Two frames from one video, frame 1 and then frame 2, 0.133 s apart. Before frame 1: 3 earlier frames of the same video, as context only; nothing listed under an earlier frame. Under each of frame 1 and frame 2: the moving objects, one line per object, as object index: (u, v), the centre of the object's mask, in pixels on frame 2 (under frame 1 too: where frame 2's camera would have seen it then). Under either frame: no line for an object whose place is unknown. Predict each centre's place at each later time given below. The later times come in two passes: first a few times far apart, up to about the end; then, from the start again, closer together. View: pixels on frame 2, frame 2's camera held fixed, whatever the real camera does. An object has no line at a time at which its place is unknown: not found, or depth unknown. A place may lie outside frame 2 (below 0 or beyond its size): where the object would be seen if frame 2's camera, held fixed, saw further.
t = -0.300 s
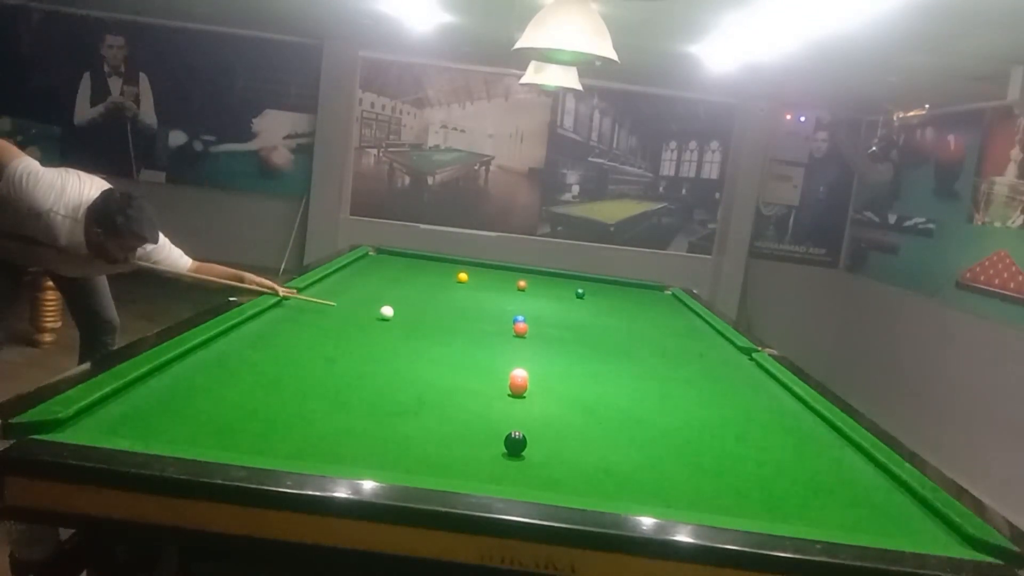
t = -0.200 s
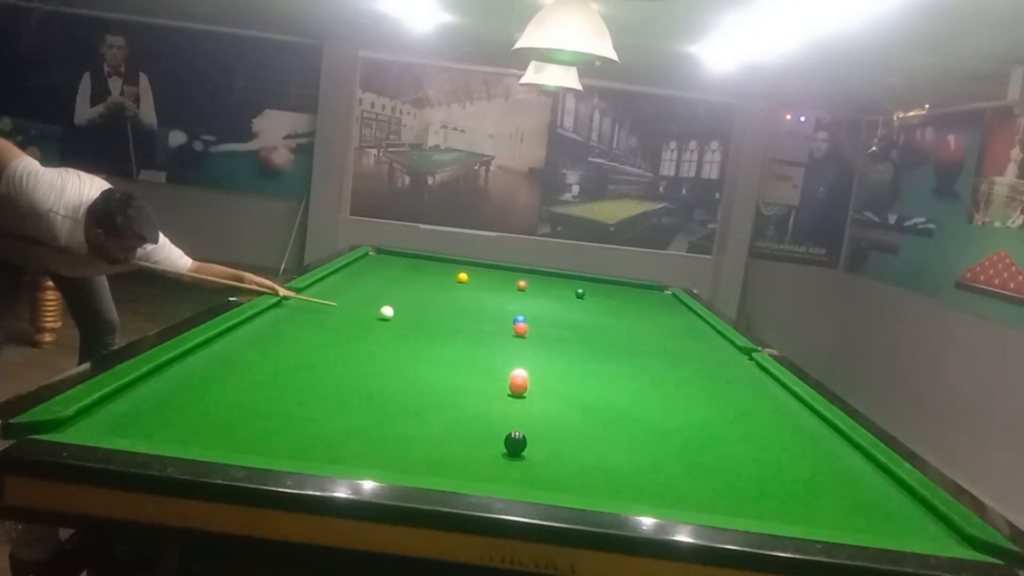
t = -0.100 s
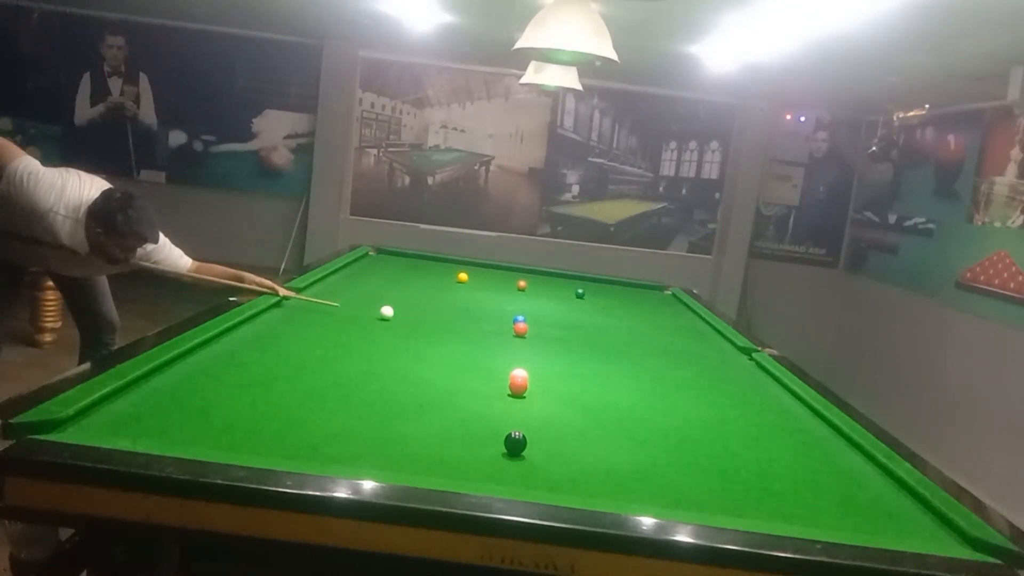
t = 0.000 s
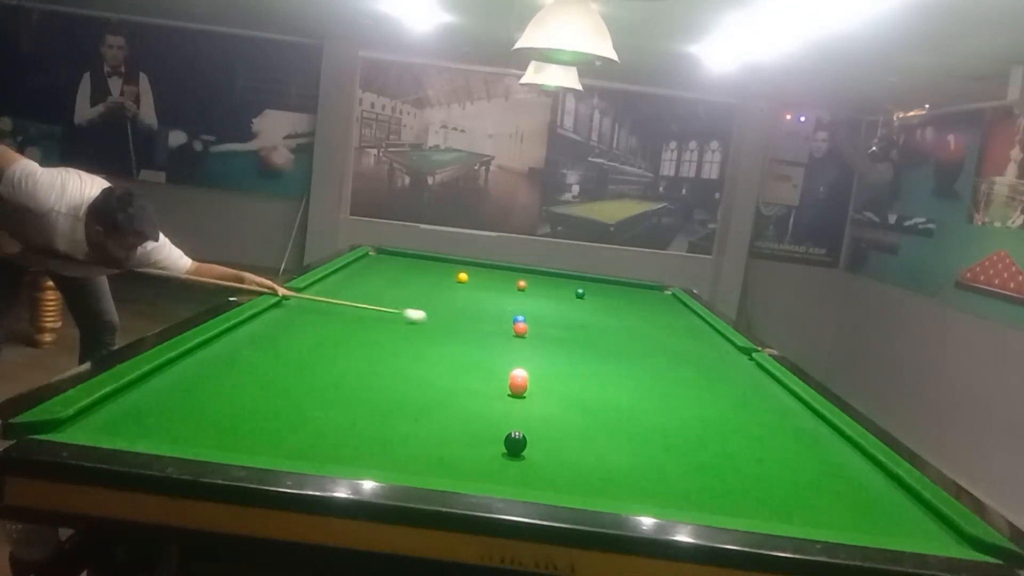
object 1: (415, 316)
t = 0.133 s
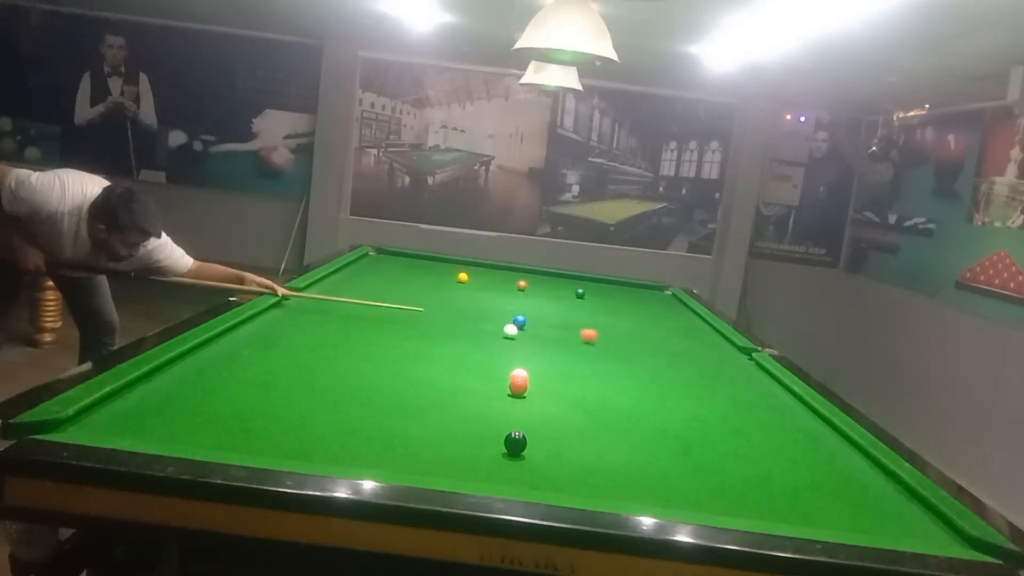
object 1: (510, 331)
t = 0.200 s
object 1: (527, 335)
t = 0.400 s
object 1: (586, 349)
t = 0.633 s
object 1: (655, 366)
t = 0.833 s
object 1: (713, 380)
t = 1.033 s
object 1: (769, 393)
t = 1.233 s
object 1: (786, 401)
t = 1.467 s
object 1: (758, 402)
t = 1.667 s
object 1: (737, 404)
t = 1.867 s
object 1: (720, 405)
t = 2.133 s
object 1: (703, 406)
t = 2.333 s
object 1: (693, 403)
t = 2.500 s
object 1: (693, 407)
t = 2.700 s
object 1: (694, 408)
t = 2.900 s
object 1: (694, 408)
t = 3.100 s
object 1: (694, 408)
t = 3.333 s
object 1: (694, 407)
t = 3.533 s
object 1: (694, 407)
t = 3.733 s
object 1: (693, 407)
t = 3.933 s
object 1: (693, 408)
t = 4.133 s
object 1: (694, 408)
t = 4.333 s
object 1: (694, 408)
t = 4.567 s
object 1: (694, 408)
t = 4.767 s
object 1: (694, 408)
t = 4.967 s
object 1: (694, 408)
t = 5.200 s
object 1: (694, 408)
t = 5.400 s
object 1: (694, 408)
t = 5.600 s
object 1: (694, 408)
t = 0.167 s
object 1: (517, 333)
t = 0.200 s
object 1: (527, 335)
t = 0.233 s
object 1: (537, 337)
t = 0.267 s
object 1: (546, 340)
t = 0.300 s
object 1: (556, 342)
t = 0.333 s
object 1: (566, 345)
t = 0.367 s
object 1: (576, 347)
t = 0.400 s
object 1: (586, 349)
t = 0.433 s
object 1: (596, 352)
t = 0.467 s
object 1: (606, 354)
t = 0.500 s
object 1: (615, 356)
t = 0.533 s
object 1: (625, 359)
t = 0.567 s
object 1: (635, 361)
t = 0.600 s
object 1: (645, 363)
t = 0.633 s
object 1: (655, 366)
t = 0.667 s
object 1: (665, 368)
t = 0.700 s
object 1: (674, 370)
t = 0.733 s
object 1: (684, 373)
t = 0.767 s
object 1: (694, 375)
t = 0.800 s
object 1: (704, 378)
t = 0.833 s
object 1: (713, 380)
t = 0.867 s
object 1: (723, 382)
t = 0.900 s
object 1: (732, 384)
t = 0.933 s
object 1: (742, 386)
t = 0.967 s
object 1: (751, 389)
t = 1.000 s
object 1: (760, 391)
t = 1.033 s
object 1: (769, 393)
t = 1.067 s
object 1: (779, 396)
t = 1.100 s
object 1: (783, 397)
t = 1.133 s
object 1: (792, 399)
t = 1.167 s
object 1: (795, 400)
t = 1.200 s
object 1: (791, 400)
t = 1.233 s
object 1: (786, 401)
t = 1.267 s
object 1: (782, 401)
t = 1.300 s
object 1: (778, 401)
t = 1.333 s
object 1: (774, 402)
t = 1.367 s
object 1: (770, 402)
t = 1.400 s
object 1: (766, 402)
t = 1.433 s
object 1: (762, 402)
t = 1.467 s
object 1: (758, 402)
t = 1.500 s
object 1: (754, 403)
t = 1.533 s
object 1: (751, 403)
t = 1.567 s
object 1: (747, 403)
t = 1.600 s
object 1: (744, 404)
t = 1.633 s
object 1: (741, 404)
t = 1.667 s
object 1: (737, 404)
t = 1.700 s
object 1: (734, 404)
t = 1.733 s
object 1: (731, 404)
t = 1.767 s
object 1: (728, 405)
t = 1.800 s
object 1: (725, 404)
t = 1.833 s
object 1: (723, 405)
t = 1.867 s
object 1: (720, 405)
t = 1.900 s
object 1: (718, 405)
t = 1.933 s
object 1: (715, 405)
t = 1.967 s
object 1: (713, 405)
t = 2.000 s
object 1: (711, 406)
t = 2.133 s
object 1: (703, 406)
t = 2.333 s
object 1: (693, 403)
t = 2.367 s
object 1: (696, 407)
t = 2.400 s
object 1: (695, 407)
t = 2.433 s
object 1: (694, 407)
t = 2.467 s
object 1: (694, 407)
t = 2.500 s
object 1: (693, 407)
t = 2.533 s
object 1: (693, 407)
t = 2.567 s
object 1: (693, 407)
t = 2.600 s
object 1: (693, 407)
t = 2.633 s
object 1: (693, 407)
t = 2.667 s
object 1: (694, 408)
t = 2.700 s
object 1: (694, 408)
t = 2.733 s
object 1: (694, 407)
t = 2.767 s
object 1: (693, 408)
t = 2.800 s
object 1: (694, 407)
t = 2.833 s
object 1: (693, 408)
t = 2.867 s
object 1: (694, 408)
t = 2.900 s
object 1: (694, 408)
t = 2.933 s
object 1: (694, 408)
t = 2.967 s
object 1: (694, 408)
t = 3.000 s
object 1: (694, 408)
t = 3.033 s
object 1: (694, 408)
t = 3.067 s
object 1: (694, 408)
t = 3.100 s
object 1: (694, 408)
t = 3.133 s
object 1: (694, 408)
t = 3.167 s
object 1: (694, 408)
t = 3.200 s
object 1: (694, 407)
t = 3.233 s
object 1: (694, 408)
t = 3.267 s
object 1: (694, 407)
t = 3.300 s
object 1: (694, 407)
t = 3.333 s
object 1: (694, 407)
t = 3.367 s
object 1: (694, 407)
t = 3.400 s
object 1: (694, 407)
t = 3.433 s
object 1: (694, 407)
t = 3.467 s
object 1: (693, 408)
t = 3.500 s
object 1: (694, 408)
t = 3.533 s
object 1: (694, 407)
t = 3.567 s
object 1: (694, 407)
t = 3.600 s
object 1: (694, 407)
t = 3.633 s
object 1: (694, 407)
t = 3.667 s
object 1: (693, 407)
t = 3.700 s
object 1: (693, 407)
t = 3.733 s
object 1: (693, 407)
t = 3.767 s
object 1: (694, 407)
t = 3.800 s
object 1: (693, 408)
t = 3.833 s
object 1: (693, 408)
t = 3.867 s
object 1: (693, 408)
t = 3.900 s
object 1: (693, 408)
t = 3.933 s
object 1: (693, 408)
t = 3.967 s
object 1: (693, 408)
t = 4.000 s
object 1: (693, 408)
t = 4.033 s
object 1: (693, 408)
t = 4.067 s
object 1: (693, 408)
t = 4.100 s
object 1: (693, 408)
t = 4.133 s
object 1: (694, 408)
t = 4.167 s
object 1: (693, 408)
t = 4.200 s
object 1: (693, 408)
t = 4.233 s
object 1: (693, 407)
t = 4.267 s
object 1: (693, 407)
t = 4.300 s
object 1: (694, 408)
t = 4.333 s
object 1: (694, 408)
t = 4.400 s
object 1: (694, 408)
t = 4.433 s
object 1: (694, 408)
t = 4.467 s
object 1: (694, 408)
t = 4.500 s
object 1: (694, 408)
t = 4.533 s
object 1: (694, 408)
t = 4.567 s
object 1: (694, 408)
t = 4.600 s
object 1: (694, 408)
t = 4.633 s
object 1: (694, 408)
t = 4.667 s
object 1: (694, 408)
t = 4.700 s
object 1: (694, 408)
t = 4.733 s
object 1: (694, 408)
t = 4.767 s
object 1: (694, 408)
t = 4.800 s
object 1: (694, 408)
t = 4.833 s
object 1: (694, 408)
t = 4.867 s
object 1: (694, 408)
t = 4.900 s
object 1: (694, 408)
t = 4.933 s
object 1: (694, 408)
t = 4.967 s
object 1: (694, 408)
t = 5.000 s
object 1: (694, 408)
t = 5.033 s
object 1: (694, 408)
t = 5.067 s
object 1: (694, 408)
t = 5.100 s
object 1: (694, 408)
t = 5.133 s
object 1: (694, 408)
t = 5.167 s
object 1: (694, 408)
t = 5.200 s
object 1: (694, 408)
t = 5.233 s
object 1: (694, 408)
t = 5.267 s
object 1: (694, 408)
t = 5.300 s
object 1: (694, 408)
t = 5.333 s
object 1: (694, 408)
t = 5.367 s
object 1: (694, 408)
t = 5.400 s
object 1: (694, 408)
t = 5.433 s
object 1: (694, 408)
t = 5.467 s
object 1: (694, 408)
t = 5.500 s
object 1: (694, 407)
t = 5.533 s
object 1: (694, 408)
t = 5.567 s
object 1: (694, 408)
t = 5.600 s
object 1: (694, 408)
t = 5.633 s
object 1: (694, 408)
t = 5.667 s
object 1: (694, 408)
